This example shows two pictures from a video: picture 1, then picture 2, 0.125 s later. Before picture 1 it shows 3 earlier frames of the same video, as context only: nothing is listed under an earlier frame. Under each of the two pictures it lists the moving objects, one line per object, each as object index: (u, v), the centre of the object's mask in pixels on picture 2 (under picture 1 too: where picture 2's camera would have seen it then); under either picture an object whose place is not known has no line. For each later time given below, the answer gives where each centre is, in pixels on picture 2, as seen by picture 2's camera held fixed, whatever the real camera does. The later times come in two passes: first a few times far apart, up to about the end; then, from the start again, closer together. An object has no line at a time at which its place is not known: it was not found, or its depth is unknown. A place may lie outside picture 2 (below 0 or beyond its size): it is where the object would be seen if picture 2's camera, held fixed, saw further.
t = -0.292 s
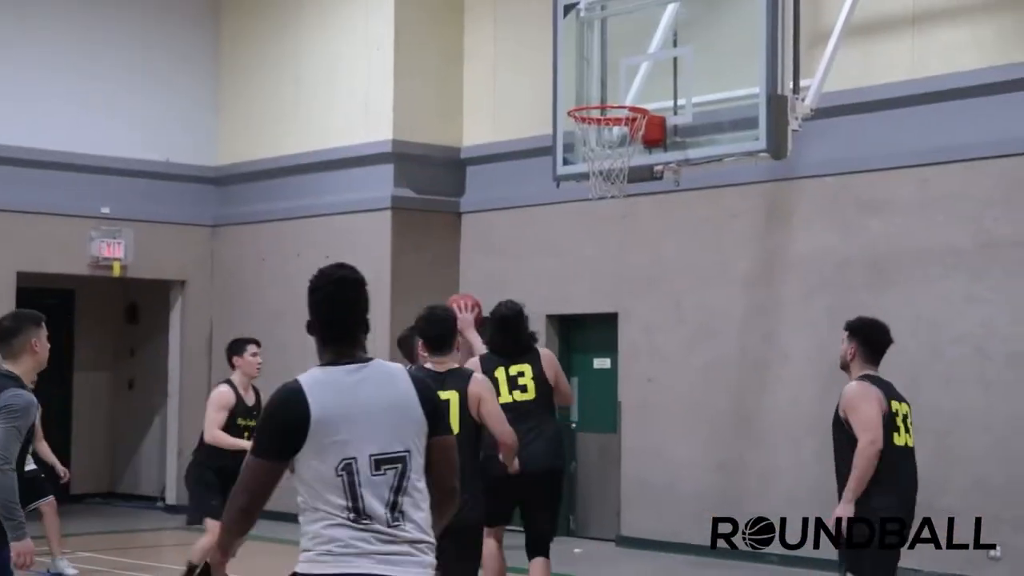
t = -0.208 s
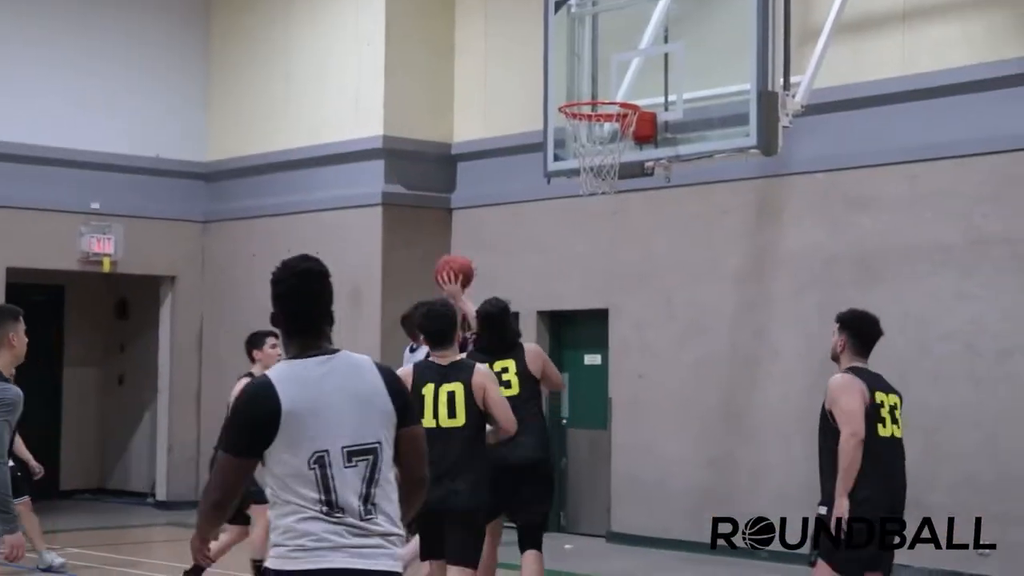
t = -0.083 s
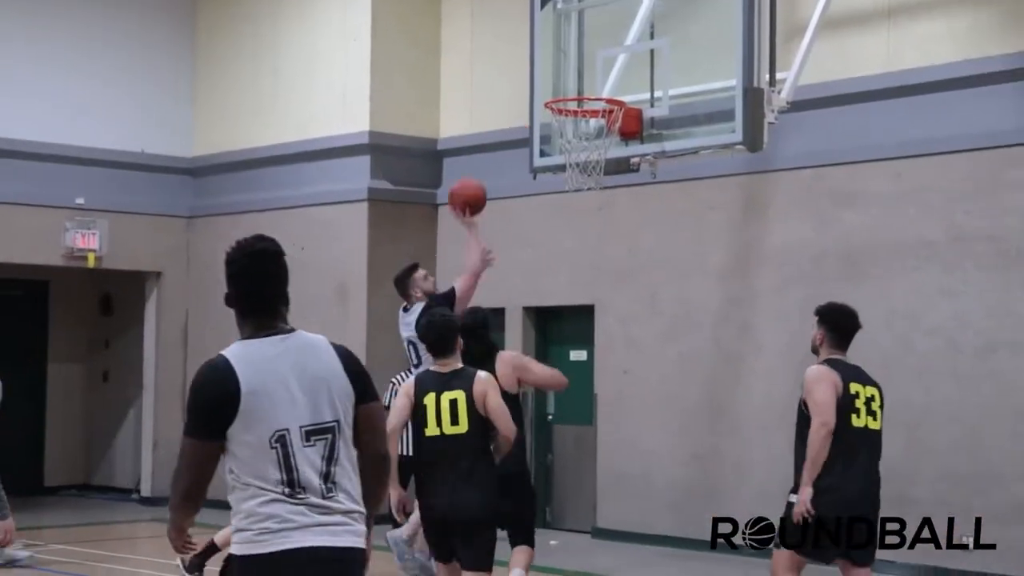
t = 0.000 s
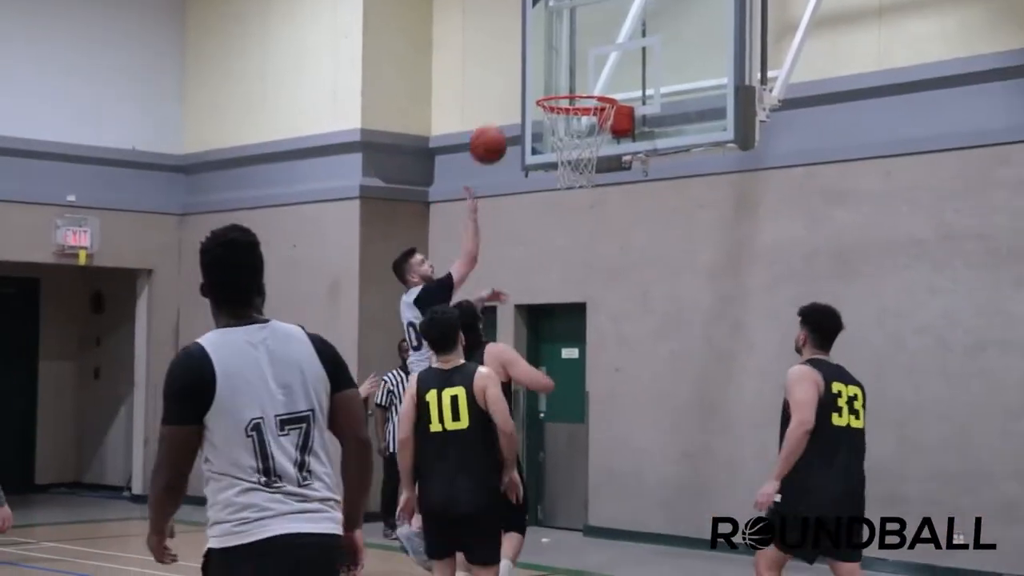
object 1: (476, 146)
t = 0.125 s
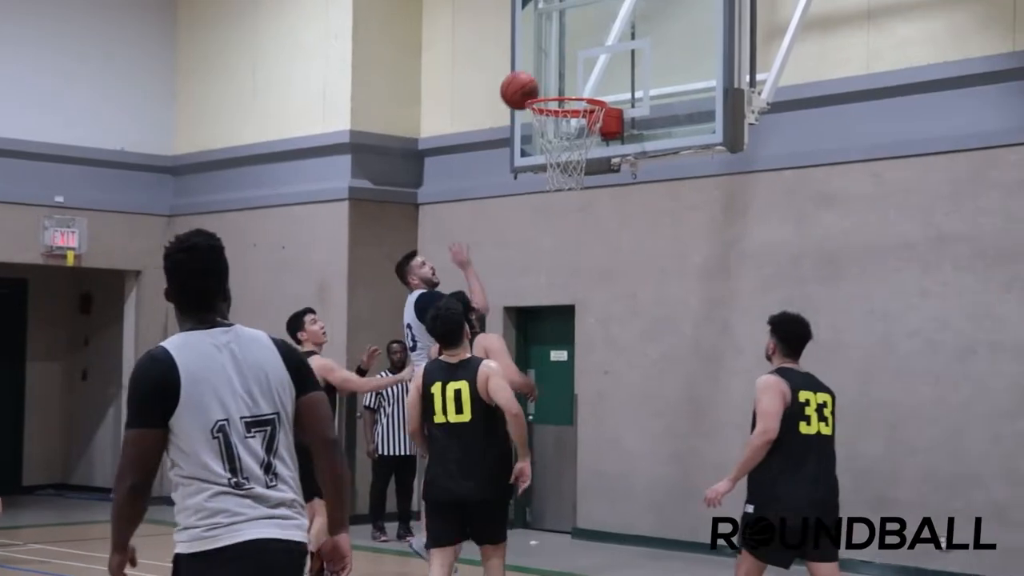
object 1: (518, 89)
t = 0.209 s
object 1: (548, 67)
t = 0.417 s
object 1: (555, 61)
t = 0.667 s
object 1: (572, 119)
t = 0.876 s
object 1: (596, 154)
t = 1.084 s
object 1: (586, 211)
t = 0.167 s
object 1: (534, 77)
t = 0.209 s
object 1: (548, 67)
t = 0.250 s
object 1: (561, 59)
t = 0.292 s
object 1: (565, 55)
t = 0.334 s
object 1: (562, 55)
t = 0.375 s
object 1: (559, 56)
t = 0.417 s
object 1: (555, 61)
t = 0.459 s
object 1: (551, 69)
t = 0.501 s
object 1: (548, 79)
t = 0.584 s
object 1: (553, 89)
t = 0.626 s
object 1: (562, 108)
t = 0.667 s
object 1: (572, 119)
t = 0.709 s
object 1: (583, 130)
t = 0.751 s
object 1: (591, 138)
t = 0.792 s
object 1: (595, 145)
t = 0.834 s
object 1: (596, 148)
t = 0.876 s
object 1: (596, 154)
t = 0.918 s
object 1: (595, 160)
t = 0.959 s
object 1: (593, 167)
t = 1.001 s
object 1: (592, 181)
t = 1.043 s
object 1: (589, 194)
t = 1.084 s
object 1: (586, 211)
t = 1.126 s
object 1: (584, 231)
